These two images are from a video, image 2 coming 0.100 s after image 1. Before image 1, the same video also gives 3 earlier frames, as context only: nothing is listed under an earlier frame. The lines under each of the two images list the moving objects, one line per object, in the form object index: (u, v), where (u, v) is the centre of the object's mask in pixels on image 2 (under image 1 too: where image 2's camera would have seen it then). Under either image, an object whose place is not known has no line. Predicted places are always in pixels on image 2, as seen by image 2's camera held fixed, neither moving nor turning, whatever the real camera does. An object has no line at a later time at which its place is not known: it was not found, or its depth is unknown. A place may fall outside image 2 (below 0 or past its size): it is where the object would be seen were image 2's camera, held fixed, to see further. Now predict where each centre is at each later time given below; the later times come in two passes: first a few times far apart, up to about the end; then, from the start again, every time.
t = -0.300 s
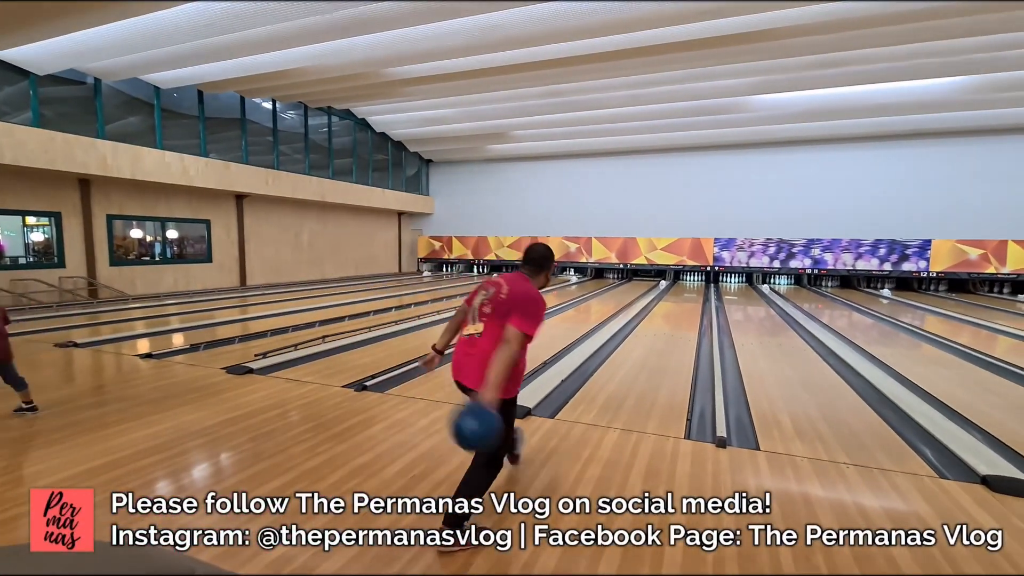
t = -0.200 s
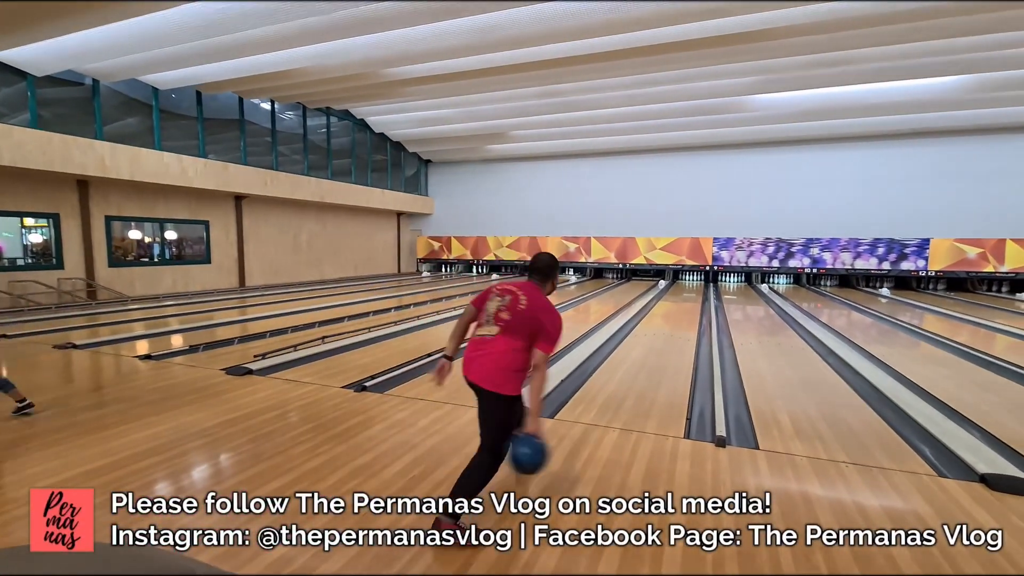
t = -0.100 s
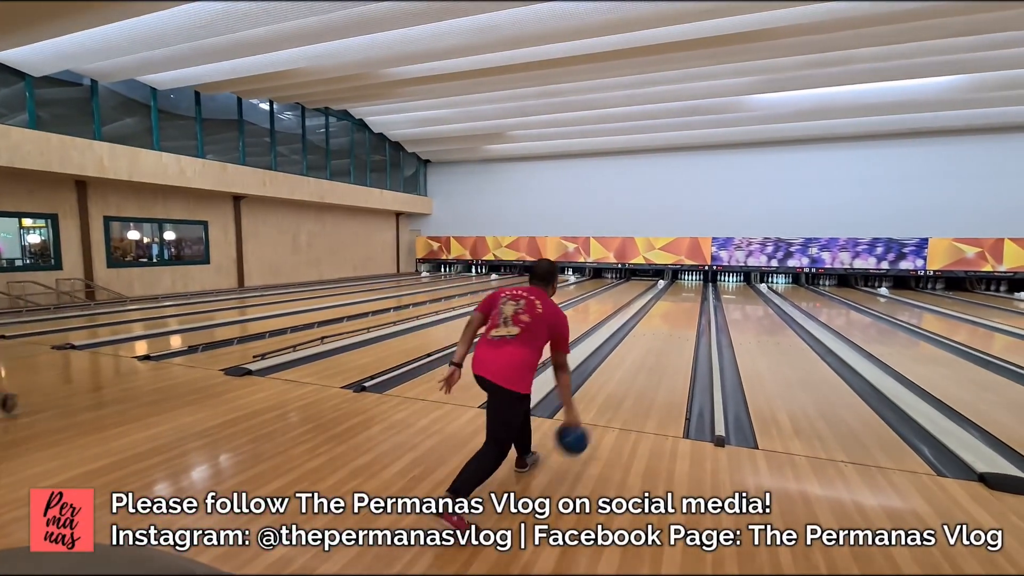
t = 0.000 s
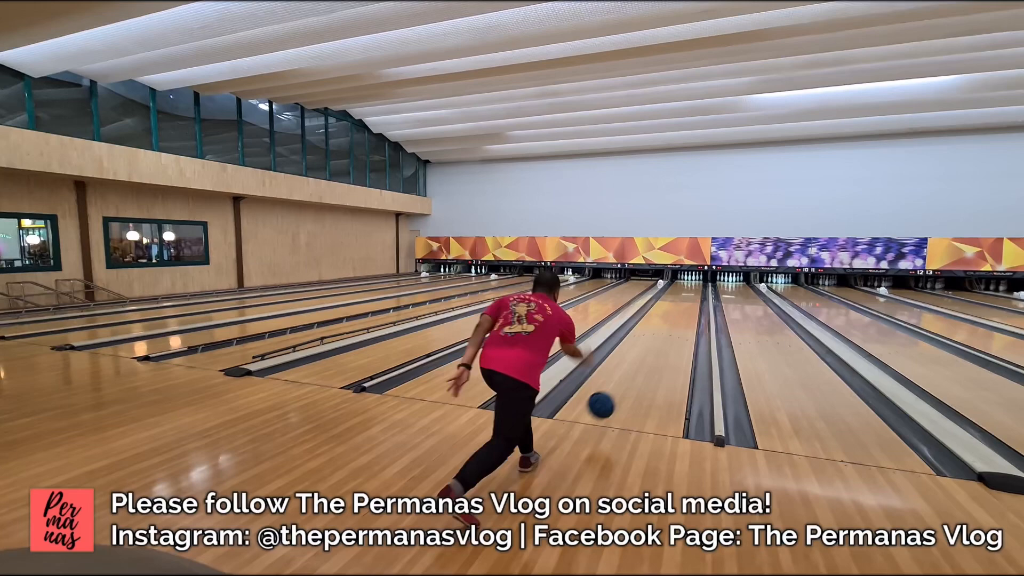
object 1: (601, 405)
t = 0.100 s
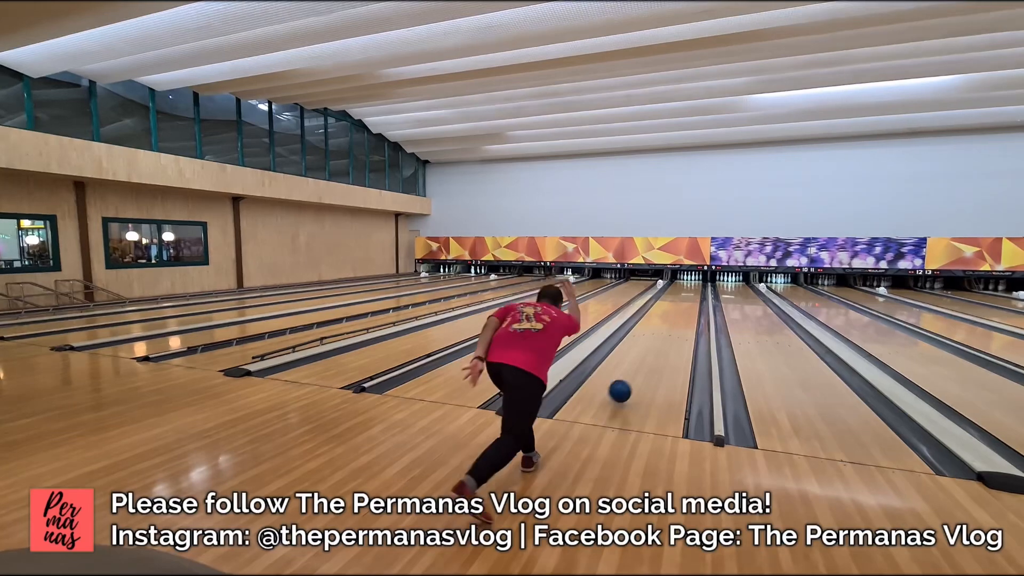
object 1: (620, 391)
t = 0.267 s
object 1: (641, 364)
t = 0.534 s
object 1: (661, 335)
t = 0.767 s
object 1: (671, 319)
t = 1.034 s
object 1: (679, 307)
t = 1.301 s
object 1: (684, 299)
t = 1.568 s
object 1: (687, 293)
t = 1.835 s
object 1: (690, 288)
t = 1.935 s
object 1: (691, 287)
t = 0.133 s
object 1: (625, 386)
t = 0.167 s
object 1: (630, 379)
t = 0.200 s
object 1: (634, 374)
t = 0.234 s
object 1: (638, 369)
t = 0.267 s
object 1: (641, 364)
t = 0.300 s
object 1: (644, 359)
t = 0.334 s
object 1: (647, 355)
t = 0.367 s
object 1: (650, 351)
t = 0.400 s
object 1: (652, 347)
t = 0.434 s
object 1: (655, 343)
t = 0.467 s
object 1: (657, 340)
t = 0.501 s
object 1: (659, 337)
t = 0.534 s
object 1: (661, 335)
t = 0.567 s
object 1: (663, 332)
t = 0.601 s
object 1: (664, 330)
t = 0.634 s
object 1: (666, 327)
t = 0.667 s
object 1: (667, 325)
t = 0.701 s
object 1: (668, 323)
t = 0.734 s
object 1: (670, 321)
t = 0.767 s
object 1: (671, 319)
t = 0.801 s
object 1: (672, 318)
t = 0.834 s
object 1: (673, 316)
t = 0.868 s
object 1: (674, 314)
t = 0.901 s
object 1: (675, 313)
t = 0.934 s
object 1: (676, 312)
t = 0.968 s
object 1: (677, 310)
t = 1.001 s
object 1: (678, 309)
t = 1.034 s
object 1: (679, 307)
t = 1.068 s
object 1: (679, 306)
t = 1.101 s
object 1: (680, 305)
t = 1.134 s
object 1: (681, 304)
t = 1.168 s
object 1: (682, 303)
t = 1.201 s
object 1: (682, 302)
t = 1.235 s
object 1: (683, 301)
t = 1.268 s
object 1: (683, 300)
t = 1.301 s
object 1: (684, 299)
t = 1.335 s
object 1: (684, 298)
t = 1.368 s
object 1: (685, 298)
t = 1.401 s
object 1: (685, 297)
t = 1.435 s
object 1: (686, 296)
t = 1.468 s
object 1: (686, 295)
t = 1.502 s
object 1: (687, 294)
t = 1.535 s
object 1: (687, 294)
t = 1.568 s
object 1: (687, 293)
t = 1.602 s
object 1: (688, 292)
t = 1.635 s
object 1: (688, 292)
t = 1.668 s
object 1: (688, 291)
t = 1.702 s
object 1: (689, 291)
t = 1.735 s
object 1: (689, 290)
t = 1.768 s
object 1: (689, 290)
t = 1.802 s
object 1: (689, 289)
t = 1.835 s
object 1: (690, 288)
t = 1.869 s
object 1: (690, 288)
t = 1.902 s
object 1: (690, 287)
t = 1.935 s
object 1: (691, 287)
